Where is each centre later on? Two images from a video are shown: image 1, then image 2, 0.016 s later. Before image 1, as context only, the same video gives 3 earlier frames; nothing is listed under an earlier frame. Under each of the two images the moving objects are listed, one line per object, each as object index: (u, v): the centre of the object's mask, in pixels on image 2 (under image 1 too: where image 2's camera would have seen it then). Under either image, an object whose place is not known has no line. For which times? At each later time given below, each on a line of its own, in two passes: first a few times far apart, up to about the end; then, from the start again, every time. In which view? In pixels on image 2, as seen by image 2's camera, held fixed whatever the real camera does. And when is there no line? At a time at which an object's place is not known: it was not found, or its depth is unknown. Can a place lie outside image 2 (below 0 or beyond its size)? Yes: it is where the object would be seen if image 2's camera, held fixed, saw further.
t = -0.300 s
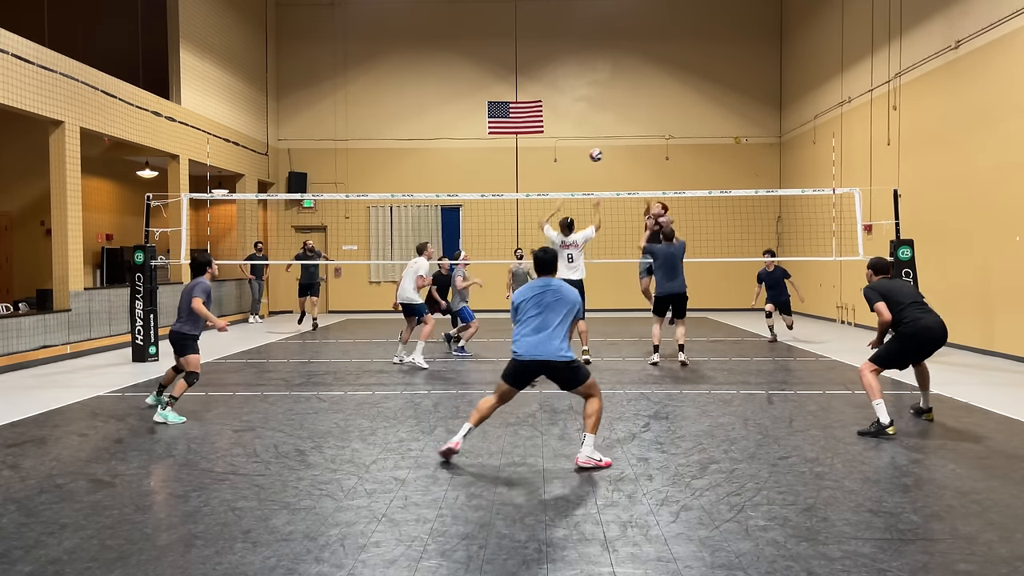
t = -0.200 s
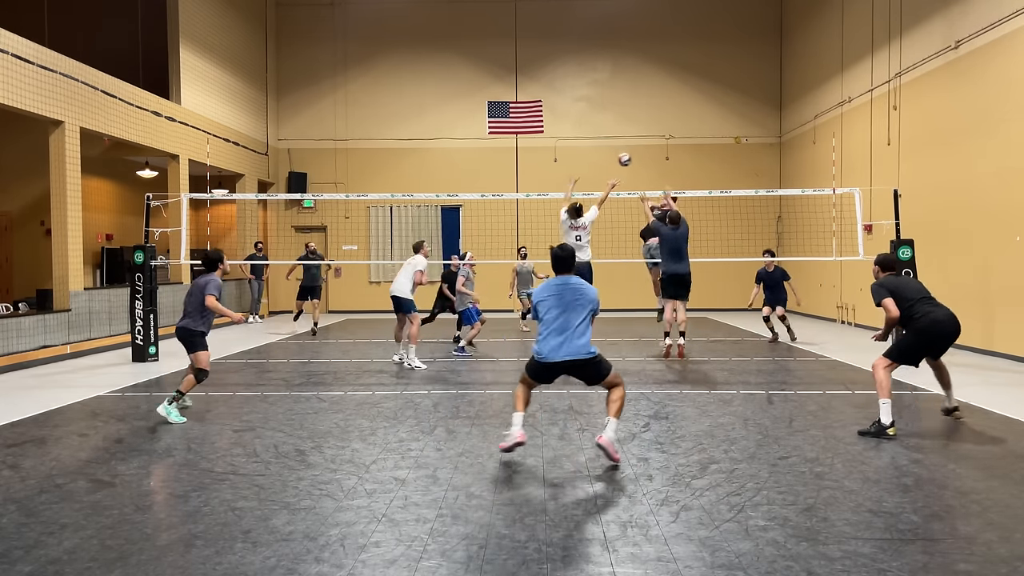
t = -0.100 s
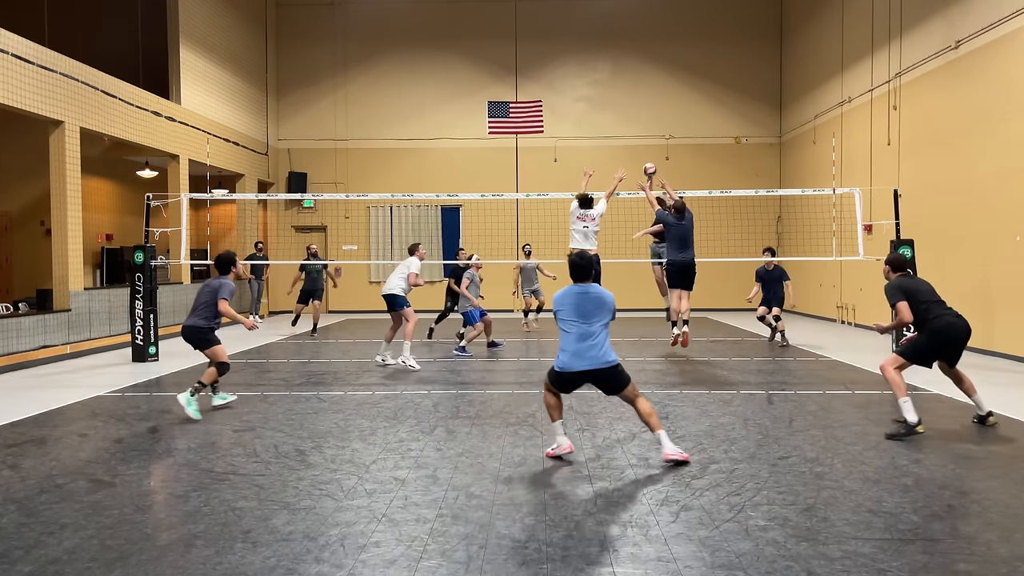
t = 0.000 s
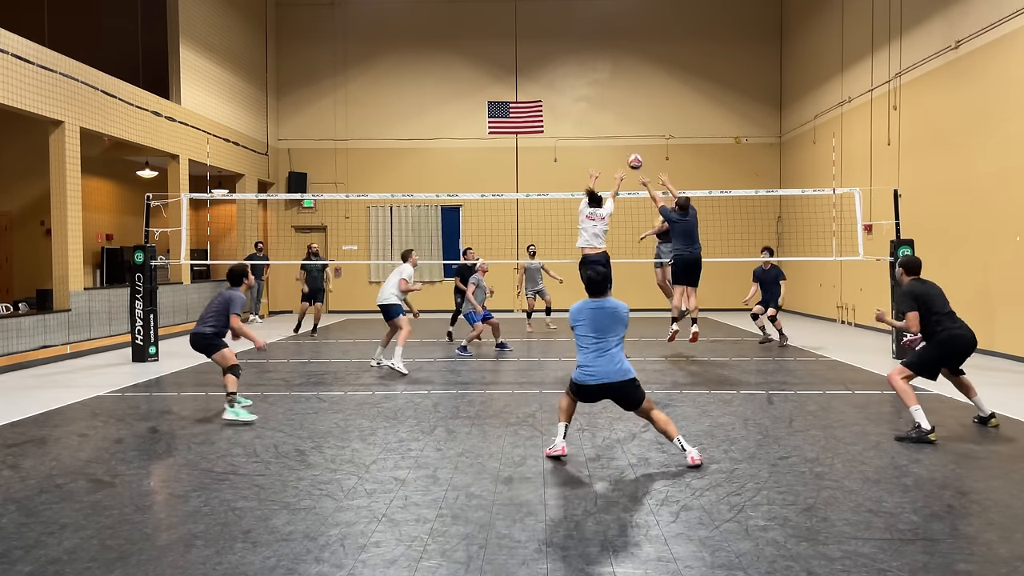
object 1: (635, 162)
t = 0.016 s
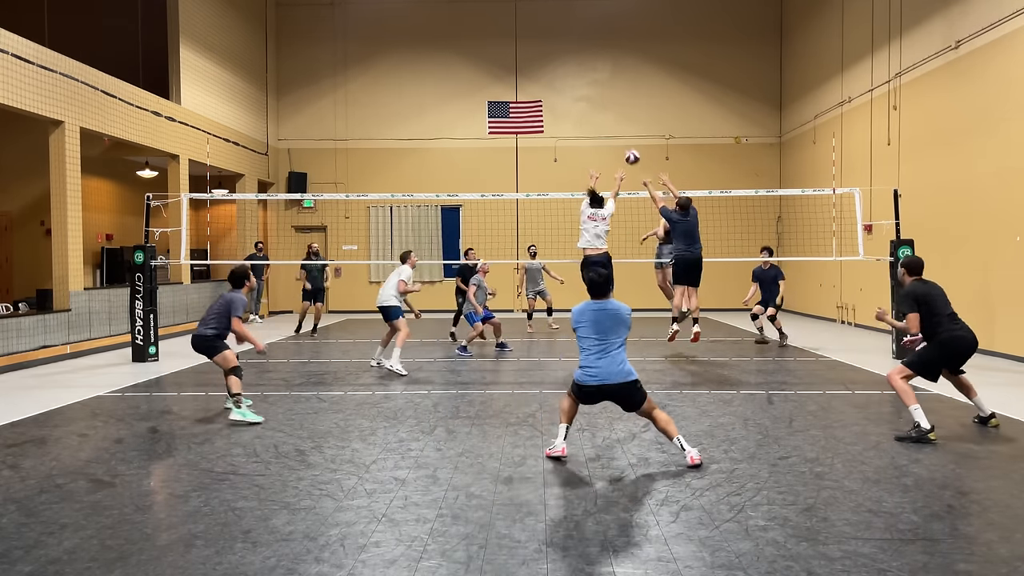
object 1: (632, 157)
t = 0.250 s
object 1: (588, 100)
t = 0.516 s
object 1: (525, 85)
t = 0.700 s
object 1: (470, 123)
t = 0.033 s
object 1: (629, 152)
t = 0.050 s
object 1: (626, 148)
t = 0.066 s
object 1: (623, 142)
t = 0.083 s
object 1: (620, 138)
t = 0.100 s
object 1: (617, 133)
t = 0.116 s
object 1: (614, 129)
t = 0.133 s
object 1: (611, 125)
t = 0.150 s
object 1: (608, 121)
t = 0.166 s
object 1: (605, 117)
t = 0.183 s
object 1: (601, 113)
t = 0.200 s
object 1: (598, 109)
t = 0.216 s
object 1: (595, 107)
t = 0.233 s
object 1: (591, 103)
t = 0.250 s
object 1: (588, 100)
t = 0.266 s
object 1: (584, 97)
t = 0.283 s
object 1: (581, 95)
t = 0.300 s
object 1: (577, 92)
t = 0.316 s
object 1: (574, 91)
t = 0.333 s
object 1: (570, 88)
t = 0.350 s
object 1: (566, 87)
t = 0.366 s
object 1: (562, 85)
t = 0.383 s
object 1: (559, 84)
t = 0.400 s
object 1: (554, 83)
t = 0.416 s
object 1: (550, 83)
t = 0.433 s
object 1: (546, 82)
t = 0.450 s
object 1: (542, 82)
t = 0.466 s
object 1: (538, 82)
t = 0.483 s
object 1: (534, 83)
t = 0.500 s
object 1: (529, 84)
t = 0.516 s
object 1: (525, 85)
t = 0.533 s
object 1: (520, 87)
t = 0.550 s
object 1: (516, 89)
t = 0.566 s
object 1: (511, 90)
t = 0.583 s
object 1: (506, 93)
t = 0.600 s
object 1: (501, 95)
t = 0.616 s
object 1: (497, 99)
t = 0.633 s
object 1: (491, 103)
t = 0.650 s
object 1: (486, 107)
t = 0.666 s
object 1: (481, 112)
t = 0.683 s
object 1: (476, 118)
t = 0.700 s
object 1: (470, 123)
